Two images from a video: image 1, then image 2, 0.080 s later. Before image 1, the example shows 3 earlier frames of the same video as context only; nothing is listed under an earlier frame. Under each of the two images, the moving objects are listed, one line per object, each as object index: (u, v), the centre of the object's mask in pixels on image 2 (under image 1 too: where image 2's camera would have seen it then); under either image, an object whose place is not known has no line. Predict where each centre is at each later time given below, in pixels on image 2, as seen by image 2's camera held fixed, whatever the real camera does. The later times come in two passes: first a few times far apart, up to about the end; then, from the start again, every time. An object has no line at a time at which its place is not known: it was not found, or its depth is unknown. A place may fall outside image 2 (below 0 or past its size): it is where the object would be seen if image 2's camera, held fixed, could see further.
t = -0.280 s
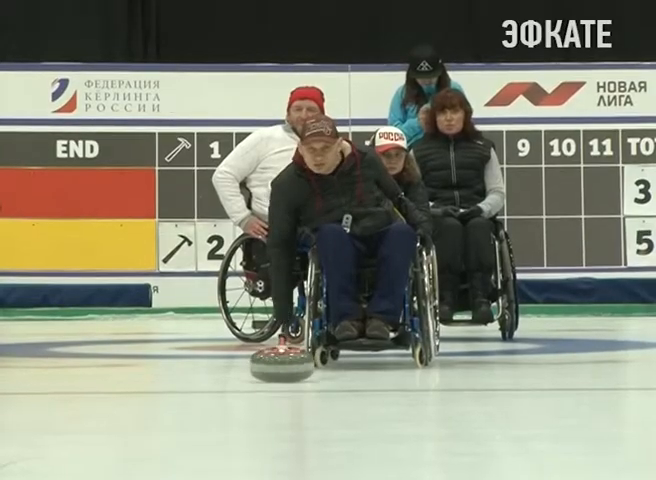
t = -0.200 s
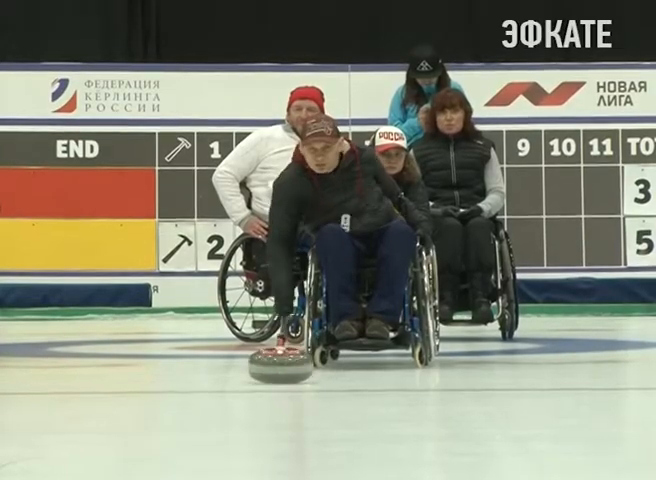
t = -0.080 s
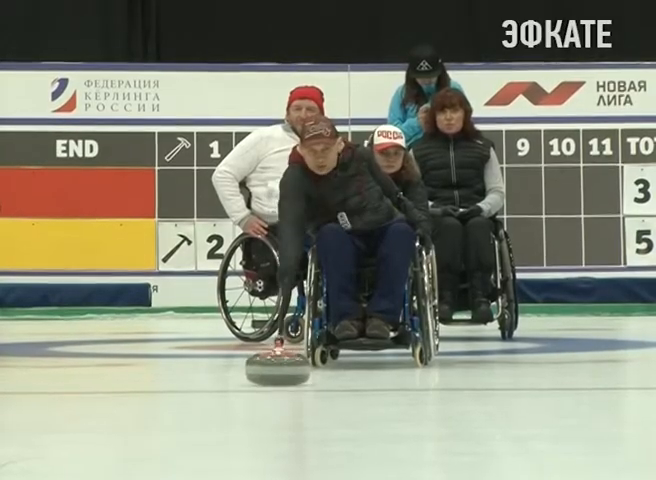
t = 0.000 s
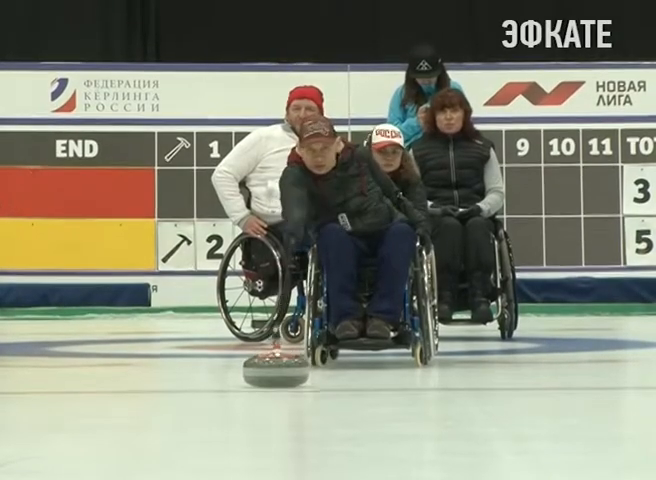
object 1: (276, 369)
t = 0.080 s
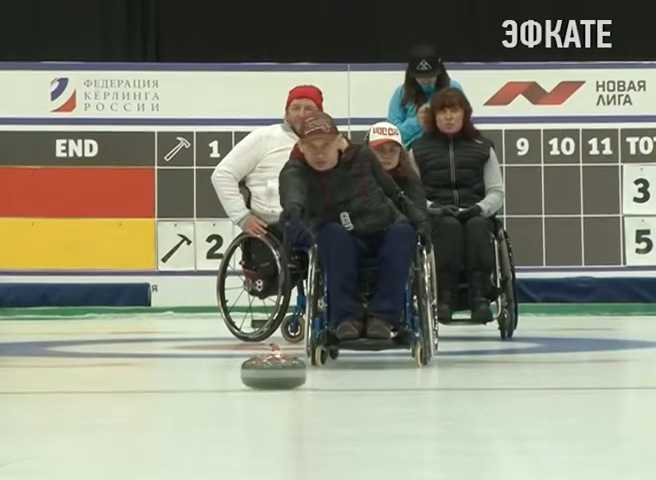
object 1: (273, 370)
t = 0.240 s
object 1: (270, 373)
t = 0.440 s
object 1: (264, 377)
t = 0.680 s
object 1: (259, 382)
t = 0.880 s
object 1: (254, 386)
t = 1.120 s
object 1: (249, 392)
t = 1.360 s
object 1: (244, 399)
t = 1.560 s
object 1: (238, 404)
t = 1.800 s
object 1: (232, 411)
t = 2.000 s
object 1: (228, 415)
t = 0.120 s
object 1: (272, 371)
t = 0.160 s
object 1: (272, 372)
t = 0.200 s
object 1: (271, 372)
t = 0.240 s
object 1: (270, 373)
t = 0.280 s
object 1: (269, 374)
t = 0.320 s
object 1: (268, 374)
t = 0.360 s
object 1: (266, 375)
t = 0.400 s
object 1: (265, 376)
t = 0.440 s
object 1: (264, 377)
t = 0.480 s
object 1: (264, 378)
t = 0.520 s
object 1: (263, 378)
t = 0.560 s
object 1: (262, 379)
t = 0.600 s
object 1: (261, 381)
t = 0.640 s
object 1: (260, 381)
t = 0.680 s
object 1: (259, 382)
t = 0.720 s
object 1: (258, 383)
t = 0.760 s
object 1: (257, 384)
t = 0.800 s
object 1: (256, 385)
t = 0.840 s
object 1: (255, 386)
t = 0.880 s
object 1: (254, 386)
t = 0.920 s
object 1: (254, 387)
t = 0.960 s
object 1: (253, 388)
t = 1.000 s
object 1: (252, 389)
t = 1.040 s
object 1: (251, 390)
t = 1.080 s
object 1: (250, 391)
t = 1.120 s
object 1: (249, 392)
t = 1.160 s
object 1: (248, 394)
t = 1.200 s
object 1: (247, 395)
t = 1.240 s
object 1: (246, 396)
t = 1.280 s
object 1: (245, 397)
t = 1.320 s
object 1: (244, 397)
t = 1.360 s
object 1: (244, 399)
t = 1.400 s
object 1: (242, 400)
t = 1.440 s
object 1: (241, 401)
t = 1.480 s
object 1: (240, 402)
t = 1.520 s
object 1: (239, 403)
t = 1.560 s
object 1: (238, 404)
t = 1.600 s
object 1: (237, 405)
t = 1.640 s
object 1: (236, 406)
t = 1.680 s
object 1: (235, 407)
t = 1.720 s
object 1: (234, 408)
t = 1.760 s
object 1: (233, 409)
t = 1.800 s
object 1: (232, 411)
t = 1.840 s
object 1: (231, 412)
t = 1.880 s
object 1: (230, 413)
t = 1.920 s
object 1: (230, 414)
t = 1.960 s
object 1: (229, 414)
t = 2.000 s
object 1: (228, 415)
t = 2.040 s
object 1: (228, 417)
